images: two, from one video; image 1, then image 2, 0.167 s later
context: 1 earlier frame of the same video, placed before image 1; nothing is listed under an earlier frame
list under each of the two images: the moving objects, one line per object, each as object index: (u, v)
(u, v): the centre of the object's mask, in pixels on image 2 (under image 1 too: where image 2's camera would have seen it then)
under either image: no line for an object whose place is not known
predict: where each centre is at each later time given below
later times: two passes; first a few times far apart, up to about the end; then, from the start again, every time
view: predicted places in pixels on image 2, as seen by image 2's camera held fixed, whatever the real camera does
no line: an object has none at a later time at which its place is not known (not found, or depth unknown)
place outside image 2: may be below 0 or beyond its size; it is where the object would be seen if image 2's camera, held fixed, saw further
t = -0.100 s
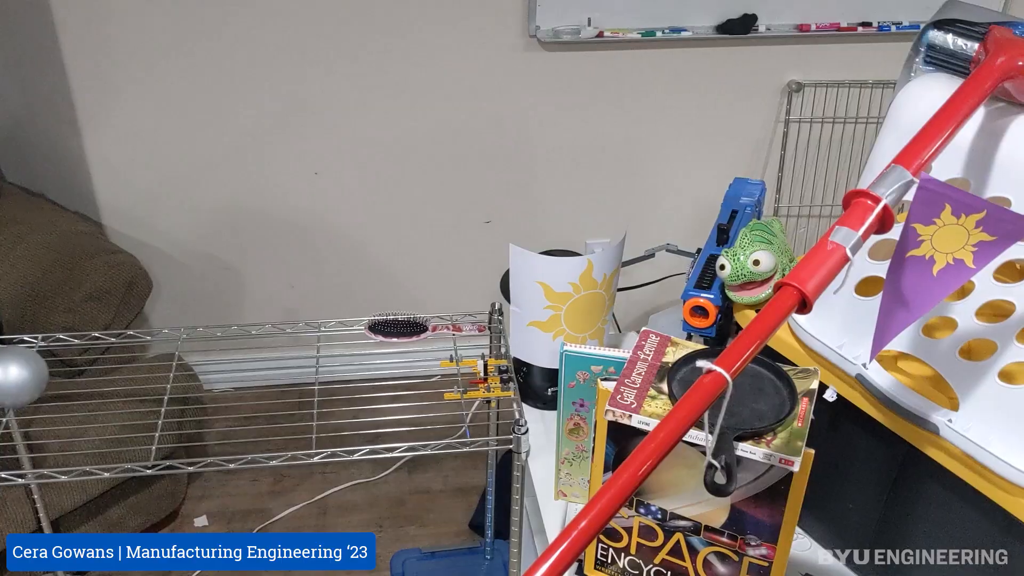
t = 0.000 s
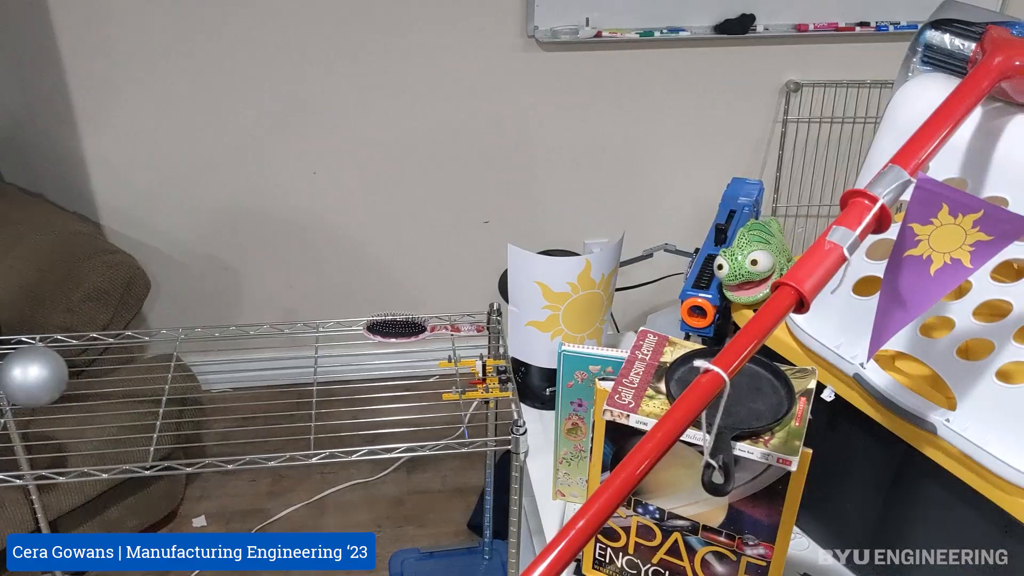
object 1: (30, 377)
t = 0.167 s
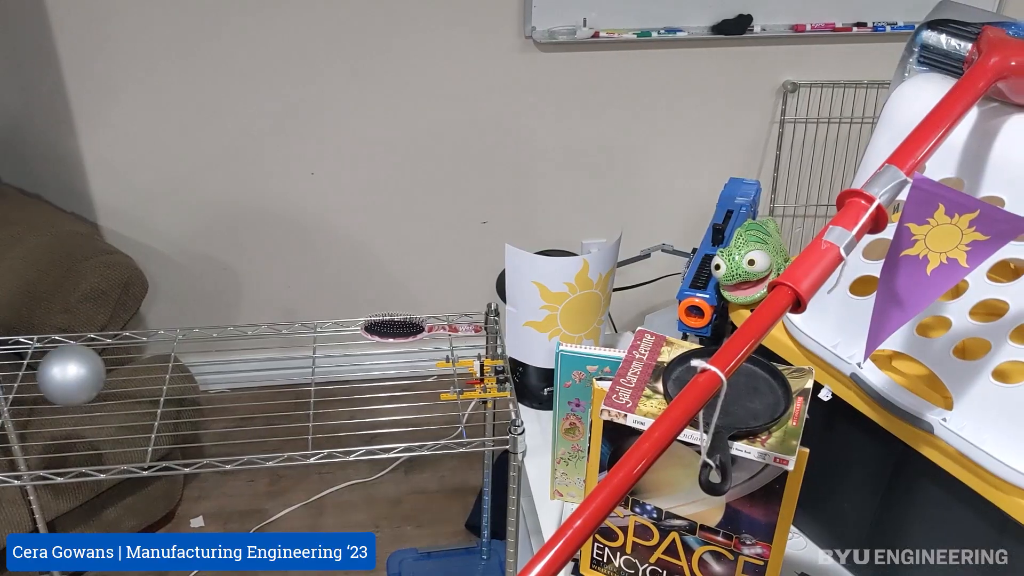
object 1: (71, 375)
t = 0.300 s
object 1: (105, 373)
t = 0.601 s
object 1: (177, 369)
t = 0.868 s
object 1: (244, 366)
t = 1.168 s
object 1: (322, 360)
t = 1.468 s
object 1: (401, 356)
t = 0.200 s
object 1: (80, 375)
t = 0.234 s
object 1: (88, 374)
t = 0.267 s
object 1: (97, 373)
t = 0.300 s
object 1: (105, 373)
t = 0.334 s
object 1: (114, 372)
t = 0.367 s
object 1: (122, 372)
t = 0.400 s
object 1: (130, 371)
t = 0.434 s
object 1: (138, 370)
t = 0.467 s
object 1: (146, 370)
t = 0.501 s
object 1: (154, 370)
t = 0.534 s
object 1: (161, 369)
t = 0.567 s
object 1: (169, 369)
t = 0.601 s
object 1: (177, 369)
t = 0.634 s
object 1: (185, 368)
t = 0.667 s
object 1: (193, 369)
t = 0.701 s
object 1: (201, 368)
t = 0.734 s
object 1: (209, 368)
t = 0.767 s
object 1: (217, 368)
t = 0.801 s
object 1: (226, 367)
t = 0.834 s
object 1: (235, 367)
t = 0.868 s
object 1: (244, 366)
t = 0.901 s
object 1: (252, 365)
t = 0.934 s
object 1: (261, 364)
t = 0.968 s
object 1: (270, 364)
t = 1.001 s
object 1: (279, 363)
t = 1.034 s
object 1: (288, 362)
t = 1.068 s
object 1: (296, 361)
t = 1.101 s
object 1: (305, 361)
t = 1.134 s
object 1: (313, 361)
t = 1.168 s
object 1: (322, 360)
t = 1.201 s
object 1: (331, 360)
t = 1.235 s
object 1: (339, 360)
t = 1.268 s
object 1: (348, 359)
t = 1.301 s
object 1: (357, 359)
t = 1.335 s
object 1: (365, 359)
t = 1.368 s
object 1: (374, 358)
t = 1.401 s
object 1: (383, 357)
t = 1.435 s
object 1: (392, 357)
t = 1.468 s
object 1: (401, 356)
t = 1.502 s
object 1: (410, 355)
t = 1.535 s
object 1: (418, 353)
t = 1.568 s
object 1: (427, 352)
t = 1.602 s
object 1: (435, 351)
